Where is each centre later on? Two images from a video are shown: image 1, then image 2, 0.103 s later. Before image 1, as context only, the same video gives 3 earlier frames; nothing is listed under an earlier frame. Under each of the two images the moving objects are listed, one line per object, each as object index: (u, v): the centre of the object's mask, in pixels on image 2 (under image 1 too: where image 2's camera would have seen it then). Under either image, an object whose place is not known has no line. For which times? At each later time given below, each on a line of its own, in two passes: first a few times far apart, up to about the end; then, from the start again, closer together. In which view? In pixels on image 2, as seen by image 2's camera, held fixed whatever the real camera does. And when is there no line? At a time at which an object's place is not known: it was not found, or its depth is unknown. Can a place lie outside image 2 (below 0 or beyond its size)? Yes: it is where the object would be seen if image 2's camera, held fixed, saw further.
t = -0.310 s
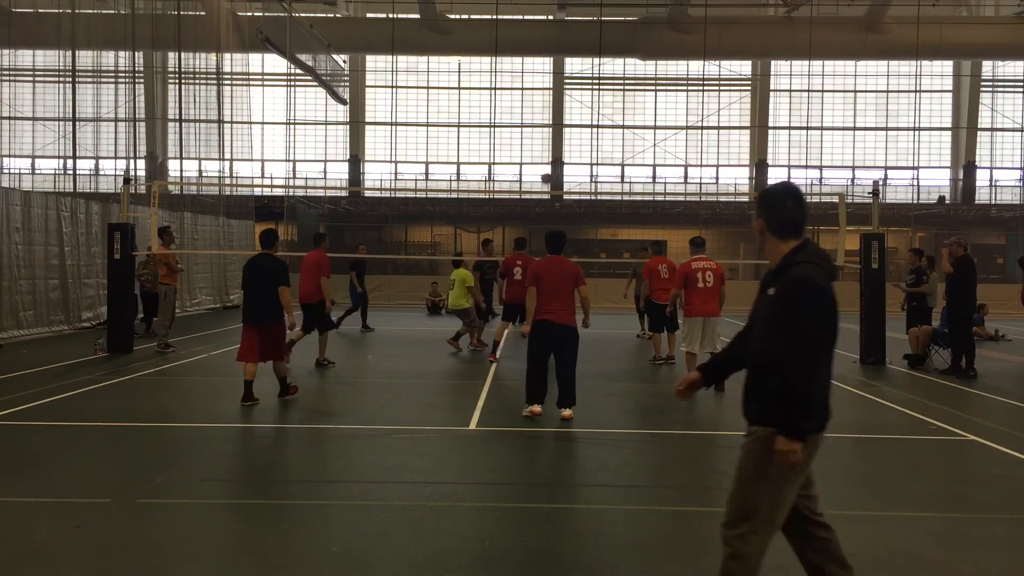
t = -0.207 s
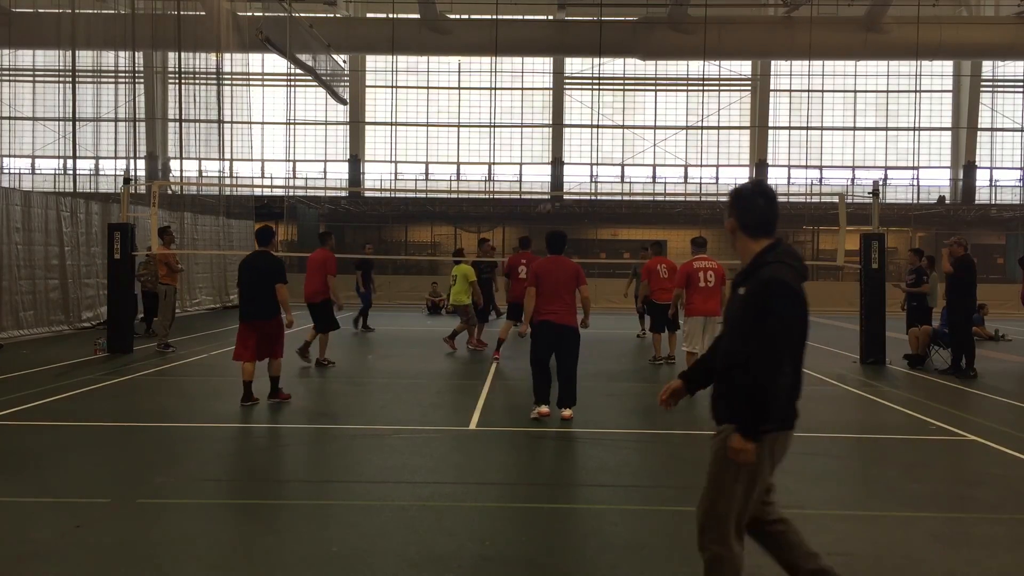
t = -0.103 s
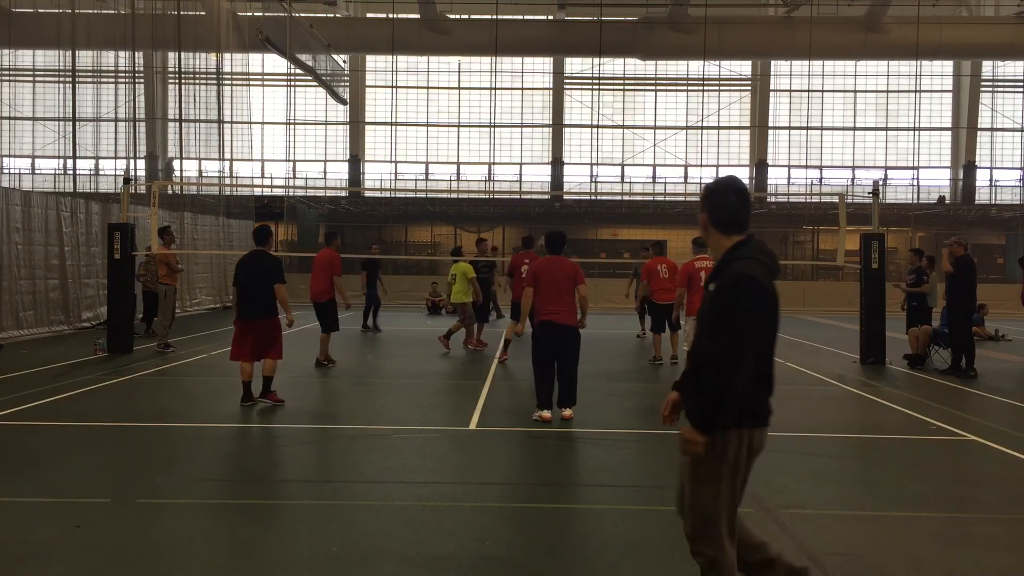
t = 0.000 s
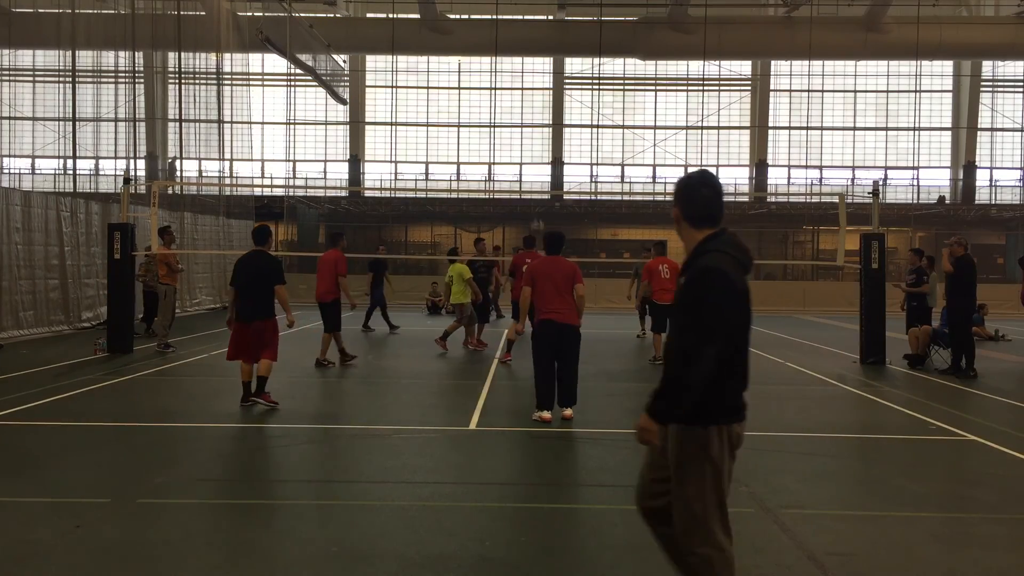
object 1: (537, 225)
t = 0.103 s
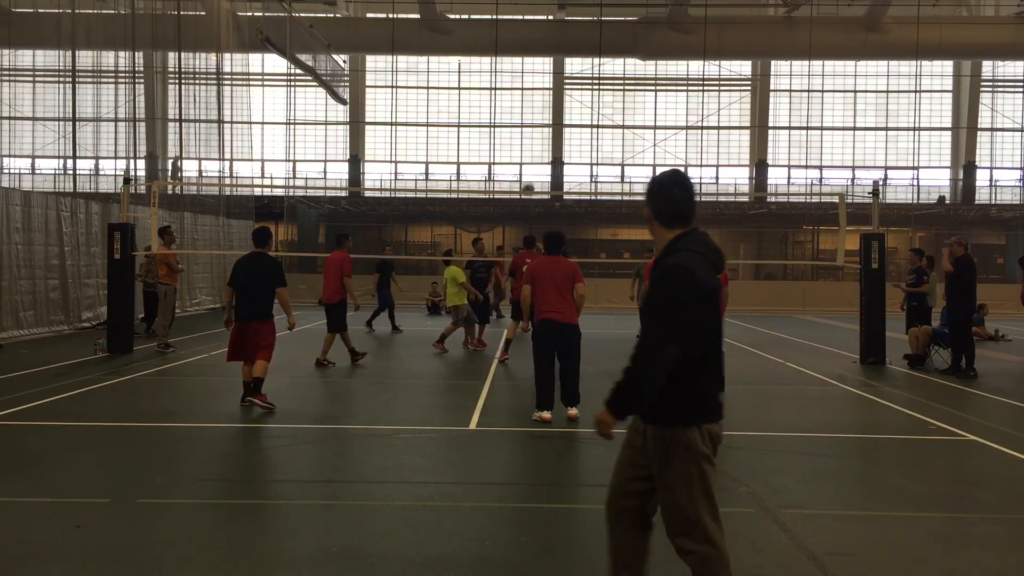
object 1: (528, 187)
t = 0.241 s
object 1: (515, 148)
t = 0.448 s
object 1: (497, 107)
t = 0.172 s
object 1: (521, 167)
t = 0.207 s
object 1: (518, 157)
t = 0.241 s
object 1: (515, 148)
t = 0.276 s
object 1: (512, 139)
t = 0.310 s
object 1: (509, 132)
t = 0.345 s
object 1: (506, 124)
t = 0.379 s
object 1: (503, 118)
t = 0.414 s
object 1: (500, 112)
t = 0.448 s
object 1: (497, 107)
